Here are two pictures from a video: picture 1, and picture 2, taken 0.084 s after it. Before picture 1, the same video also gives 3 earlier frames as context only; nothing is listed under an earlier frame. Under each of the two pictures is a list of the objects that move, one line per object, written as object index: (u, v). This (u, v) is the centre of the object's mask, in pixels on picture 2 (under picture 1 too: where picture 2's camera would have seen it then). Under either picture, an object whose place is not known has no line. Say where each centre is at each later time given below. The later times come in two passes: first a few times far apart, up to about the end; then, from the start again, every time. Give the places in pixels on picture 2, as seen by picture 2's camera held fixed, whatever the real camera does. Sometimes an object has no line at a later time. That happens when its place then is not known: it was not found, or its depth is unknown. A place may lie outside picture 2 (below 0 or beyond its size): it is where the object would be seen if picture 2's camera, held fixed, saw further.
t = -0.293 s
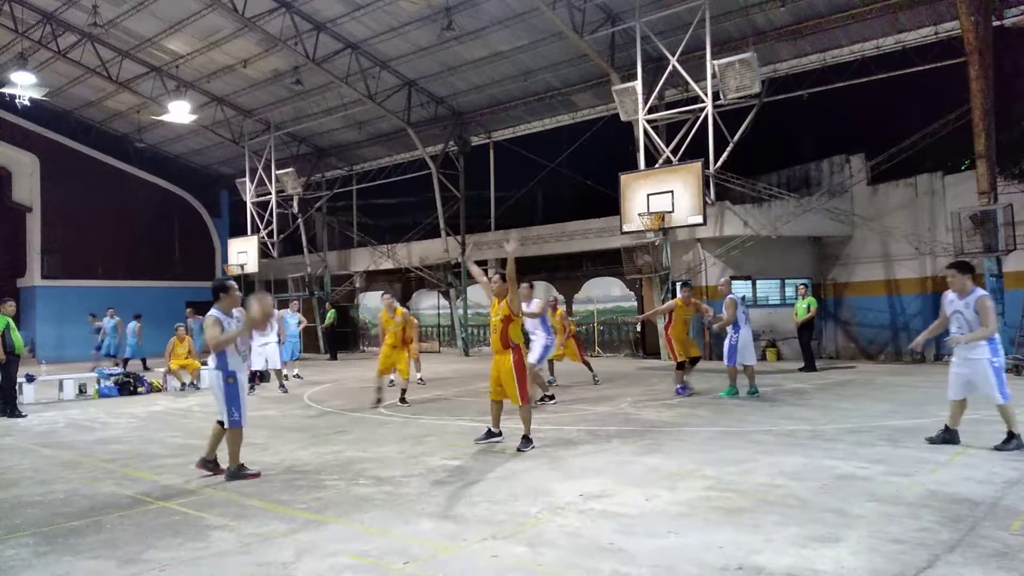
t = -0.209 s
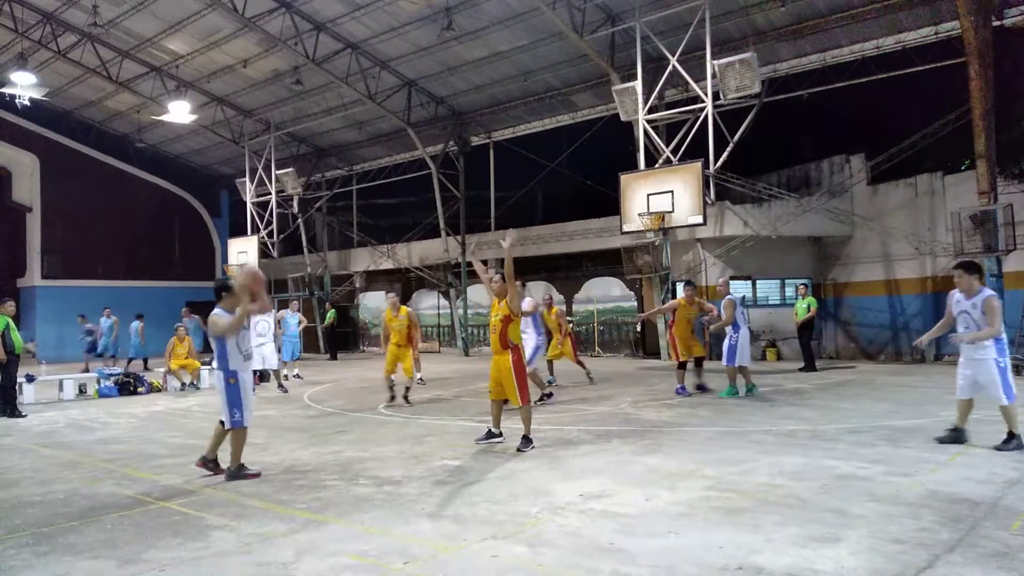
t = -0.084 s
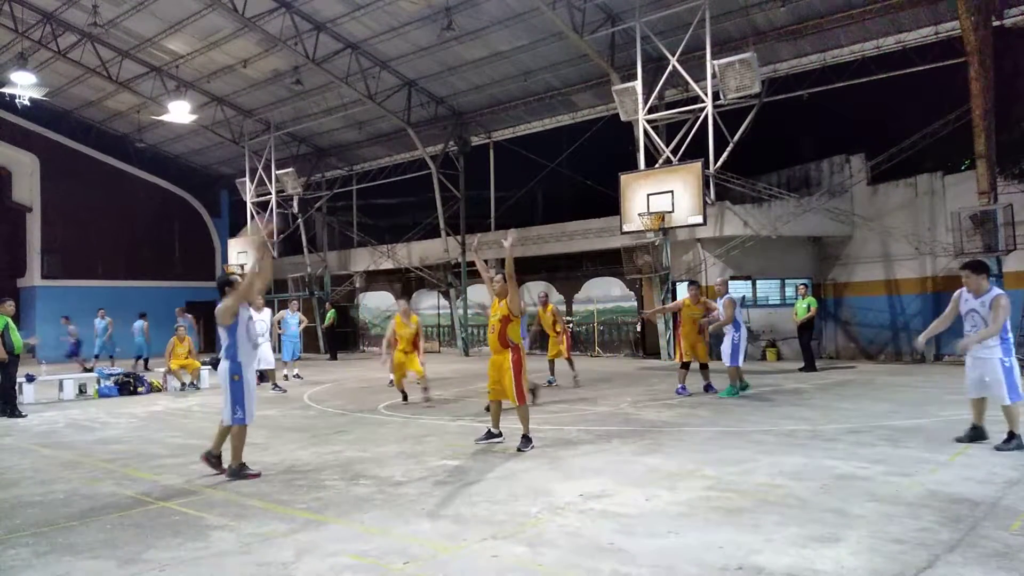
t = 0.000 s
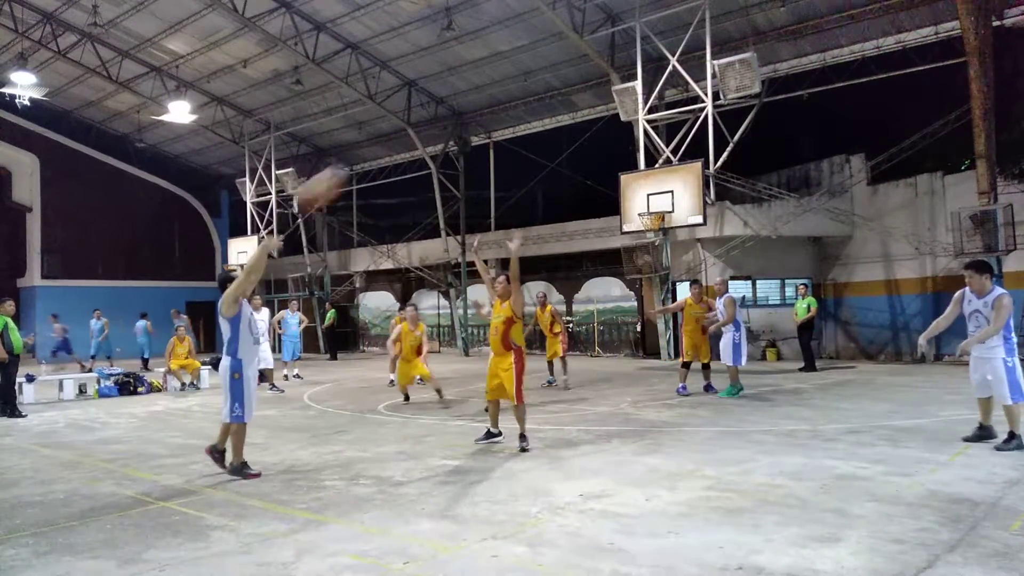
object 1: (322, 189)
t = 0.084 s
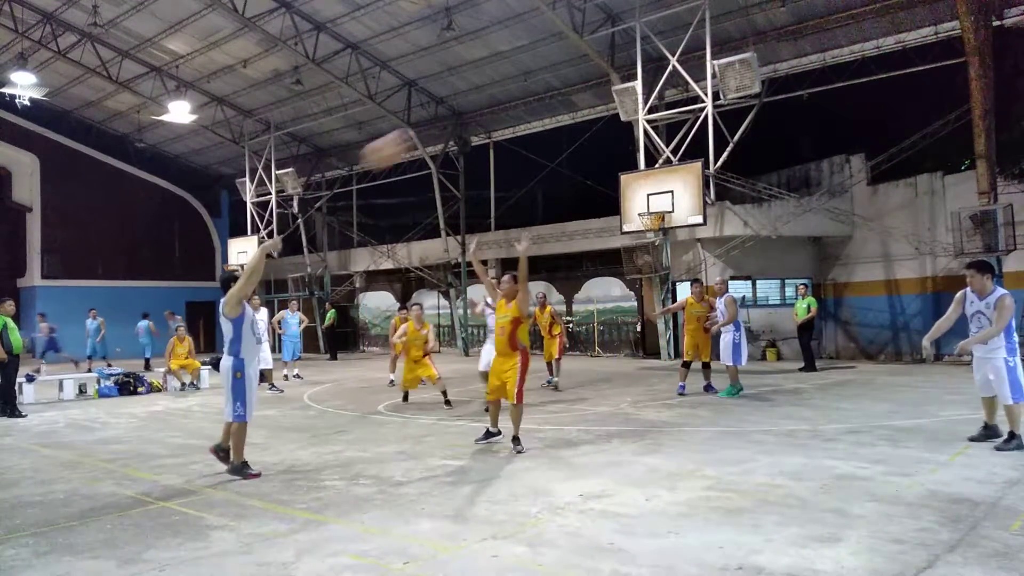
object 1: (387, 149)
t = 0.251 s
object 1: (512, 102)
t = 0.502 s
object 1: (680, 92)
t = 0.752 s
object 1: (842, 153)
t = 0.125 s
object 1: (422, 134)
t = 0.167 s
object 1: (452, 122)
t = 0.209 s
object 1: (482, 111)
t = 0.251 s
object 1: (512, 102)
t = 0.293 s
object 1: (542, 96)
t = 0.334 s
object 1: (572, 91)
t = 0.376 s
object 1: (596, 89)
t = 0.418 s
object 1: (629, 85)
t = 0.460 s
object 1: (658, 88)
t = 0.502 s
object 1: (680, 92)
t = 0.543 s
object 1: (714, 100)
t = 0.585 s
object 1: (742, 108)
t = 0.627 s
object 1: (767, 116)
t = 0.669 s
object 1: (791, 127)
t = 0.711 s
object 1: (817, 139)
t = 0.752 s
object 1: (842, 153)
